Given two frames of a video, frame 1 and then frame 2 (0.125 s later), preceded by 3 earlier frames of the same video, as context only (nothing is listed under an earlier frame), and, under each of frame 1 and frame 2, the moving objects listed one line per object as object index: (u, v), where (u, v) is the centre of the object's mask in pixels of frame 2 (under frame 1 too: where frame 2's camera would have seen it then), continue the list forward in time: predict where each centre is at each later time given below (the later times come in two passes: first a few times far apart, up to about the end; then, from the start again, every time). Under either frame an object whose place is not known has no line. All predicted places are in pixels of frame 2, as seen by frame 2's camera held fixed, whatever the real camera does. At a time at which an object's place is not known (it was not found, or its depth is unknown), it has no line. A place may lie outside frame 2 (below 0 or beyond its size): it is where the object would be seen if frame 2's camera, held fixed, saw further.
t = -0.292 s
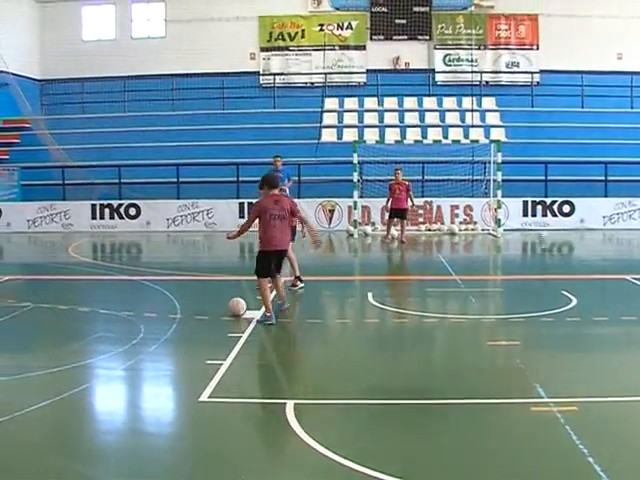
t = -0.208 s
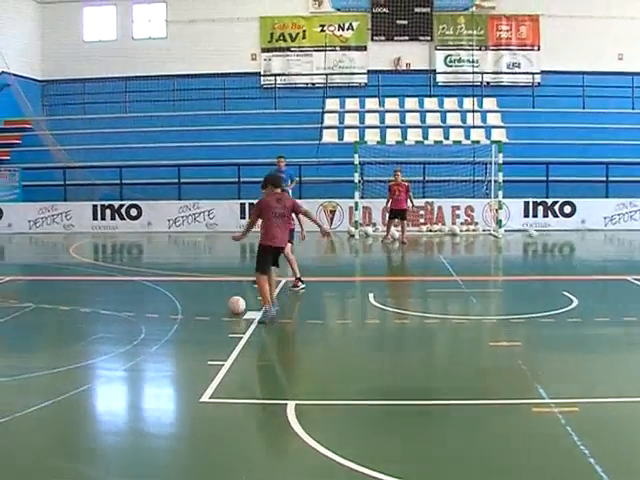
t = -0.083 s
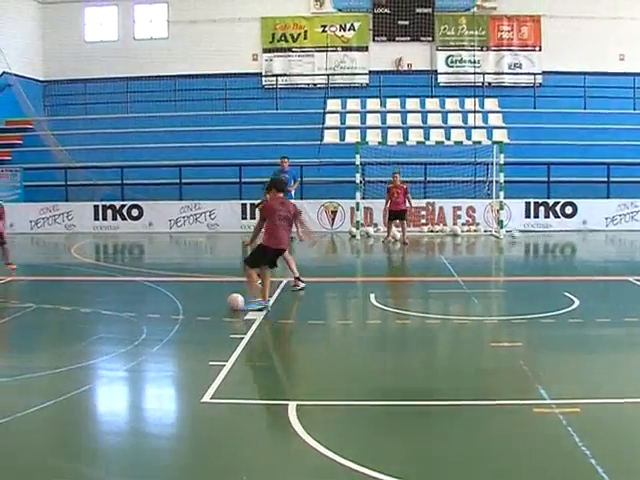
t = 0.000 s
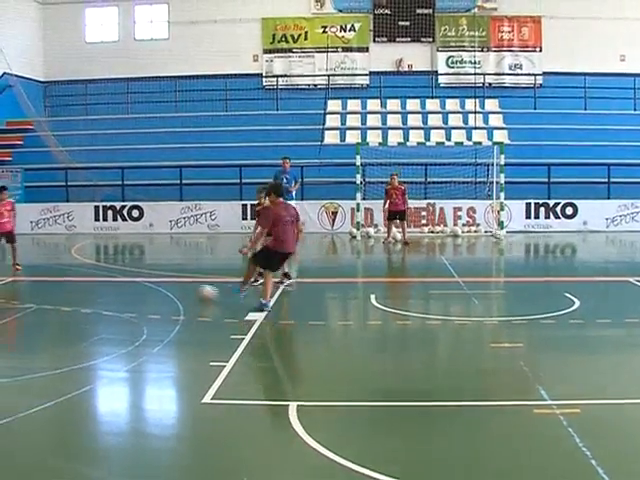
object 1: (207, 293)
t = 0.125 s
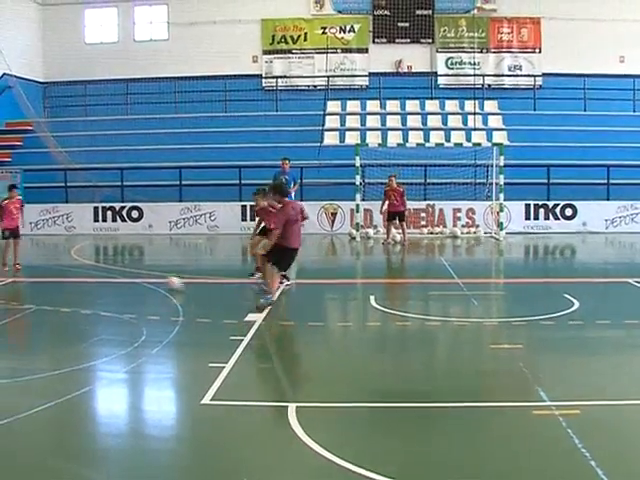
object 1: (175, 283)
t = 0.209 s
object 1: (156, 278)
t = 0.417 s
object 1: (121, 267)
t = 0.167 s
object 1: (165, 280)
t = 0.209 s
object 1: (156, 278)
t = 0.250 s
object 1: (147, 275)
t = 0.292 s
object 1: (140, 273)
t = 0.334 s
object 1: (134, 272)
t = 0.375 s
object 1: (127, 268)
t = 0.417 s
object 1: (121, 267)
